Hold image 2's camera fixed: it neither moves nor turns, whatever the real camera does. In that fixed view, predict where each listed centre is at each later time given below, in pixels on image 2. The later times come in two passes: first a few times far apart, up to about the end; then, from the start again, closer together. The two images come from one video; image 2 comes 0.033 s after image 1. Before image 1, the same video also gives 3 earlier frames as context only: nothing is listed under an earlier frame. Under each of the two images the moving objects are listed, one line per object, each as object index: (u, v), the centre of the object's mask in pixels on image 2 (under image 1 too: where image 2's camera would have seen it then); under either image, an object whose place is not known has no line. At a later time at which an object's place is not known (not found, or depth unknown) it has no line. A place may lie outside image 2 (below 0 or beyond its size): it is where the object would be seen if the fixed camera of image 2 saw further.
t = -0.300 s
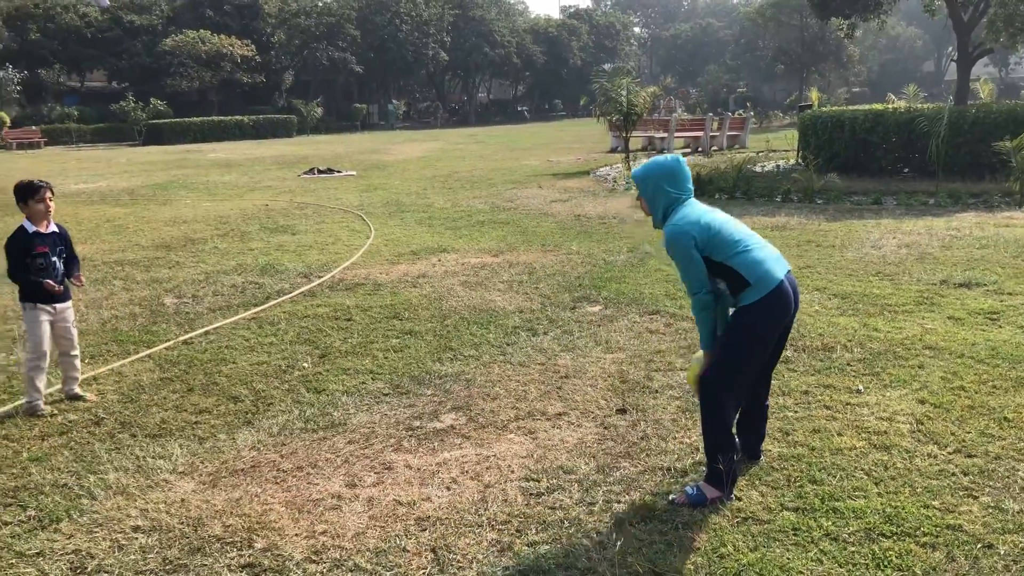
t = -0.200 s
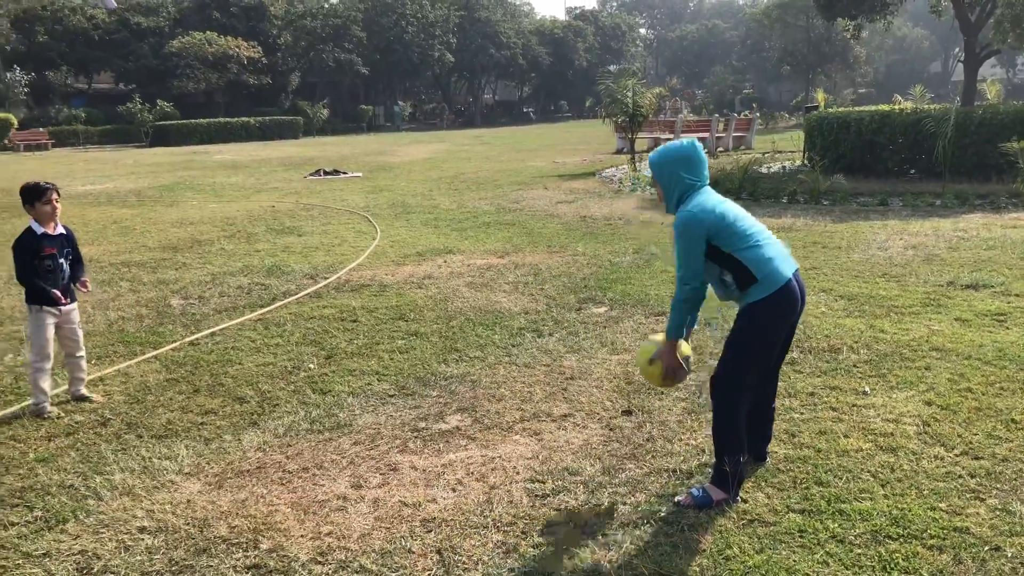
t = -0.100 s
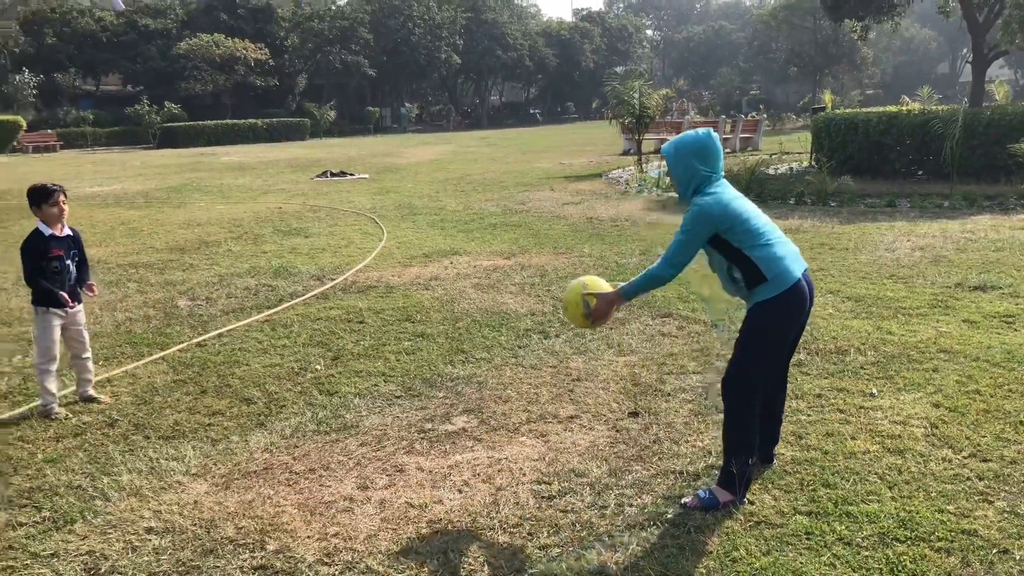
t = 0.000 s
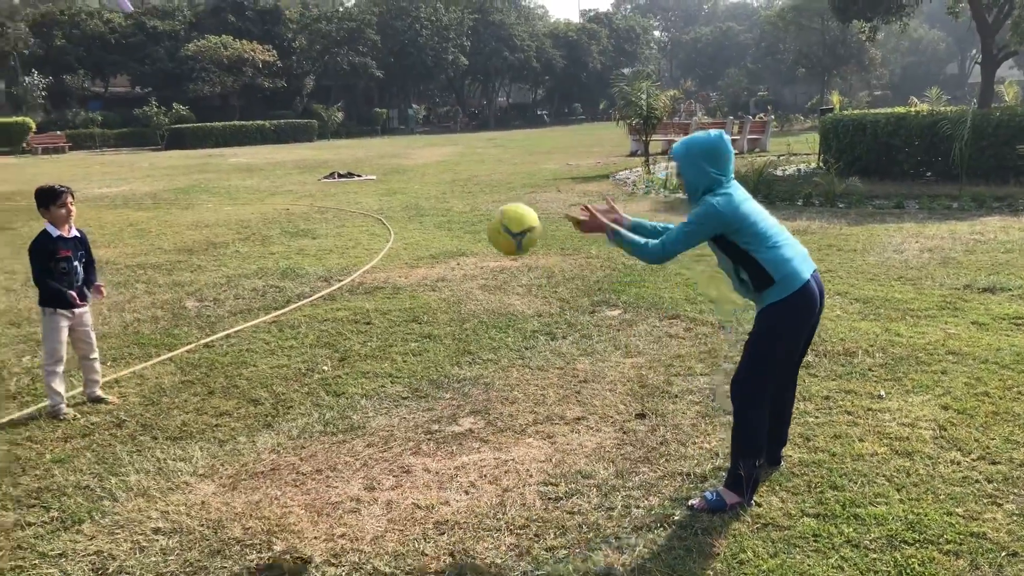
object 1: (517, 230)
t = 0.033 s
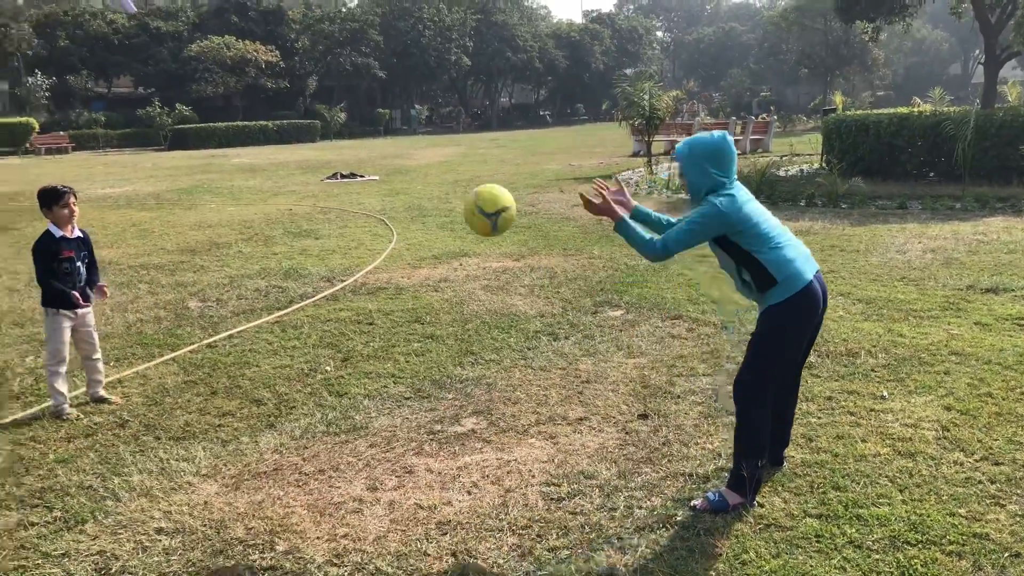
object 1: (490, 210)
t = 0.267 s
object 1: (318, 151)
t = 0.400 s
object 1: (233, 174)
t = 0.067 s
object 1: (464, 194)
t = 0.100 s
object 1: (439, 180)
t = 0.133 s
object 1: (414, 169)
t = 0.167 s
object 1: (389, 161)
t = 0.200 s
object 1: (365, 155)
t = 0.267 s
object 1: (318, 151)
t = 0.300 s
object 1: (296, 154)
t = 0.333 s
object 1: (274, 158)
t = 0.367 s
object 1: (253, 165)
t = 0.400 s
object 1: (233, 174)
